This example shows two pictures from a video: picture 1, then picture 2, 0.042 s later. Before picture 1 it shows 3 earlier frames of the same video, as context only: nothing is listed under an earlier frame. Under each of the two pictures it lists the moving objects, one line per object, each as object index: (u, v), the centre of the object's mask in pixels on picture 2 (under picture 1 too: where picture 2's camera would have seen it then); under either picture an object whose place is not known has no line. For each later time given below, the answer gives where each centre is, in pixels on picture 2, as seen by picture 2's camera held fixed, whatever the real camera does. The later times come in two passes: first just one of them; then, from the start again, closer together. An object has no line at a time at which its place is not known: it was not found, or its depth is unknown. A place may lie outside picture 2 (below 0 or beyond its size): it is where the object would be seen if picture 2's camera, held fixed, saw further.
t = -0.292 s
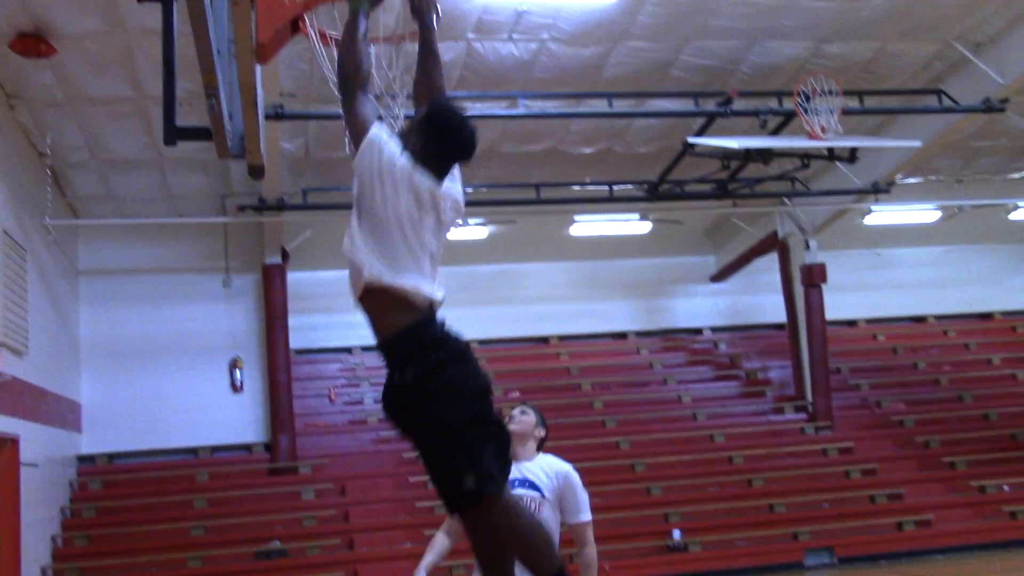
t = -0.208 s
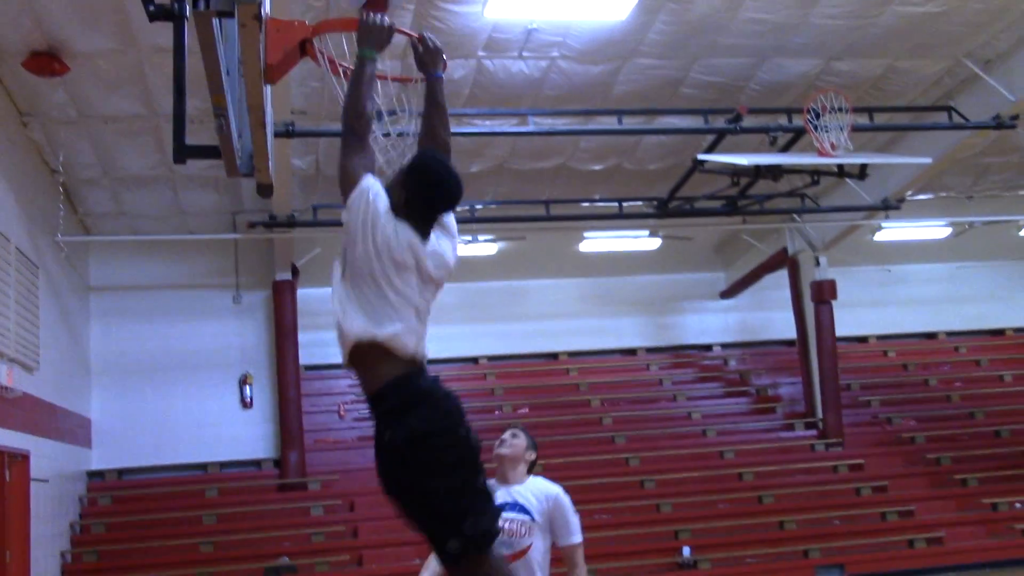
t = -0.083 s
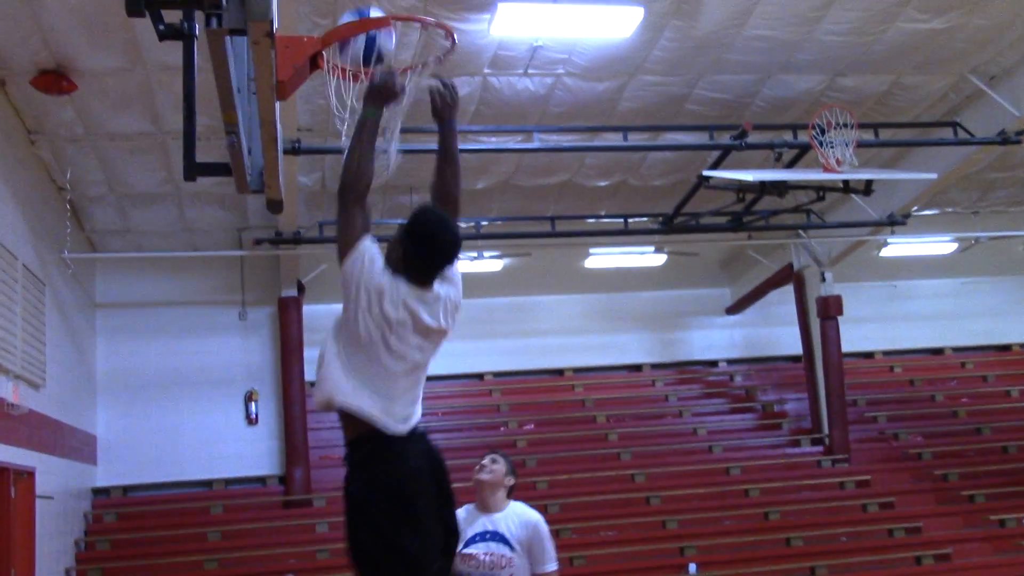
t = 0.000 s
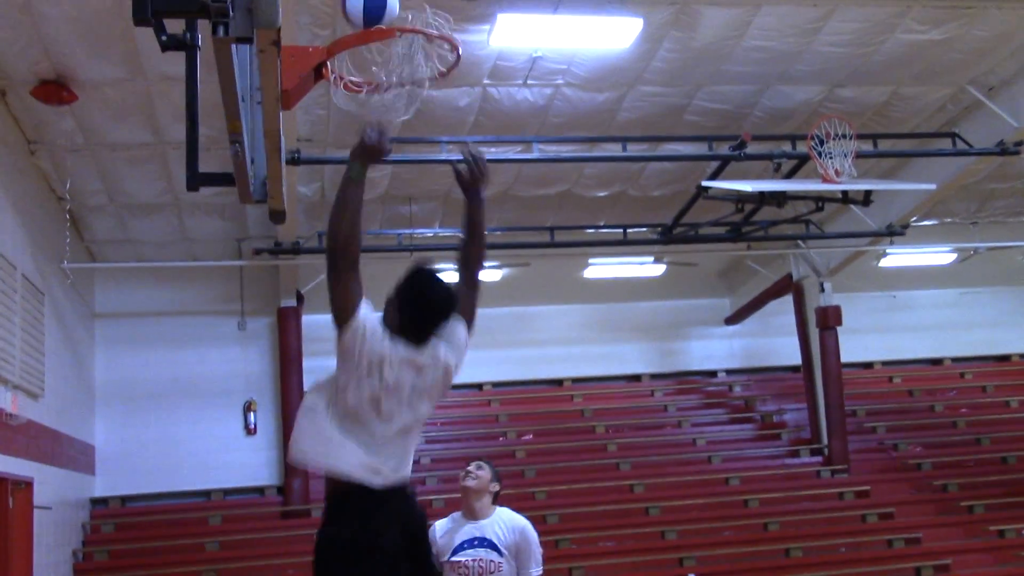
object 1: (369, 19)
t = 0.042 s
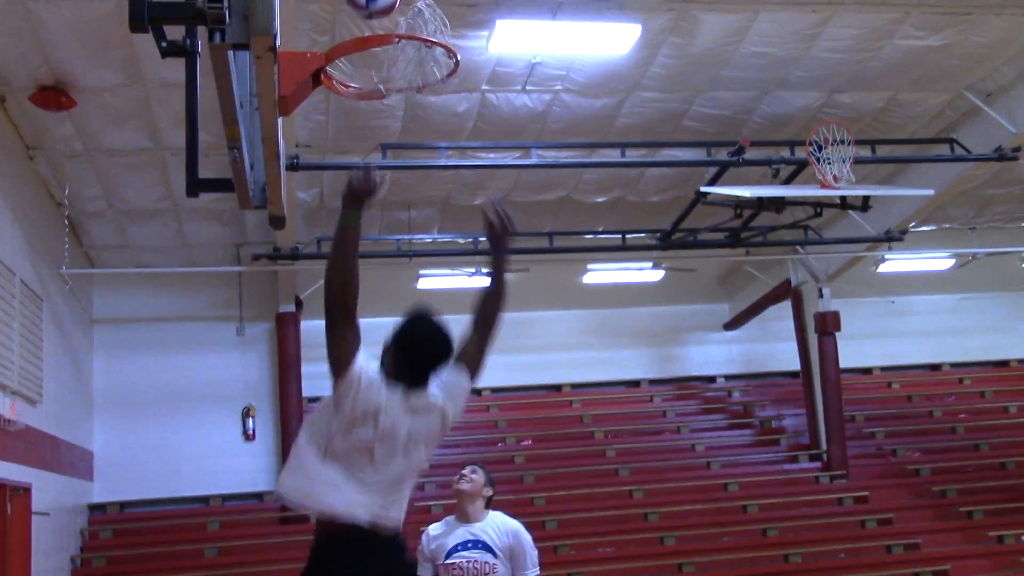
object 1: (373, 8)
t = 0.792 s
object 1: (442, 295)
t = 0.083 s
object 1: (376, 1)
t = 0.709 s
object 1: (433, 211)
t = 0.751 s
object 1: (438, 240)
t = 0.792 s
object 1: (442, 295)
